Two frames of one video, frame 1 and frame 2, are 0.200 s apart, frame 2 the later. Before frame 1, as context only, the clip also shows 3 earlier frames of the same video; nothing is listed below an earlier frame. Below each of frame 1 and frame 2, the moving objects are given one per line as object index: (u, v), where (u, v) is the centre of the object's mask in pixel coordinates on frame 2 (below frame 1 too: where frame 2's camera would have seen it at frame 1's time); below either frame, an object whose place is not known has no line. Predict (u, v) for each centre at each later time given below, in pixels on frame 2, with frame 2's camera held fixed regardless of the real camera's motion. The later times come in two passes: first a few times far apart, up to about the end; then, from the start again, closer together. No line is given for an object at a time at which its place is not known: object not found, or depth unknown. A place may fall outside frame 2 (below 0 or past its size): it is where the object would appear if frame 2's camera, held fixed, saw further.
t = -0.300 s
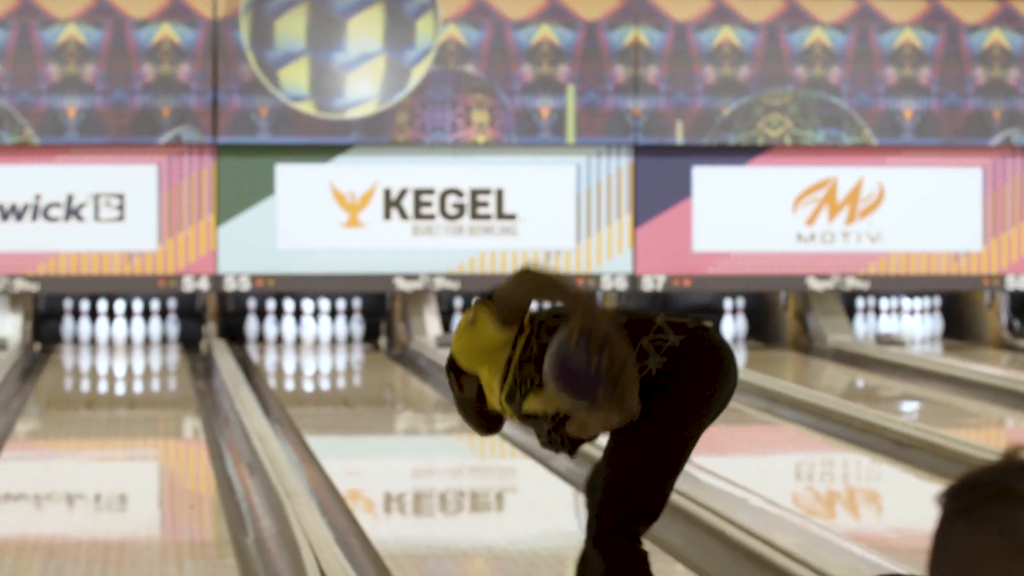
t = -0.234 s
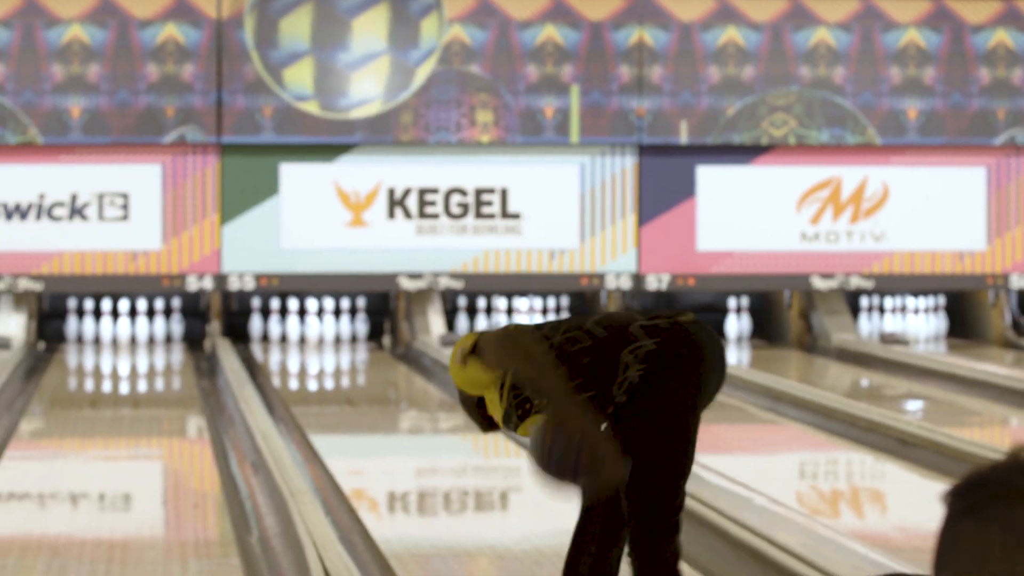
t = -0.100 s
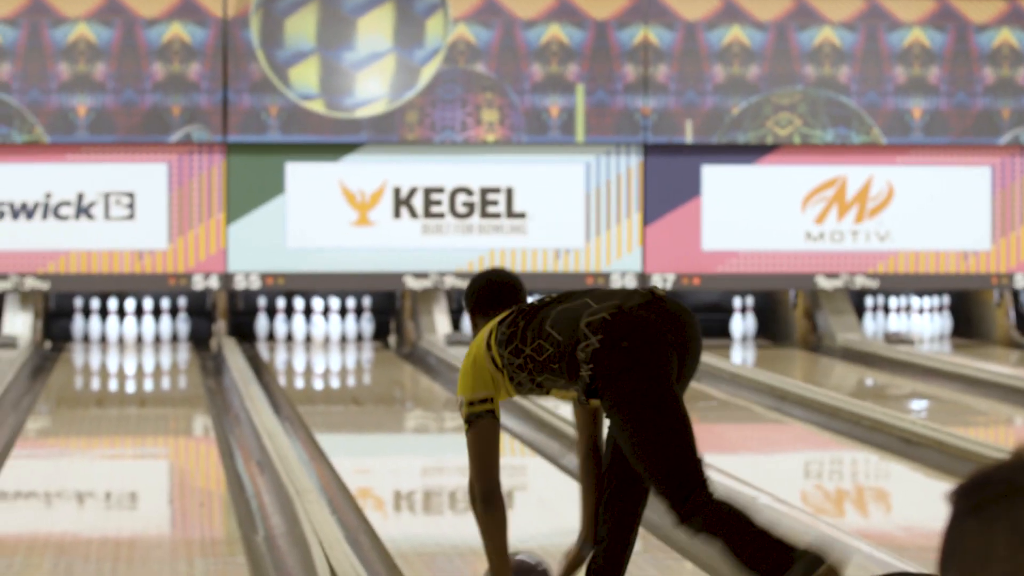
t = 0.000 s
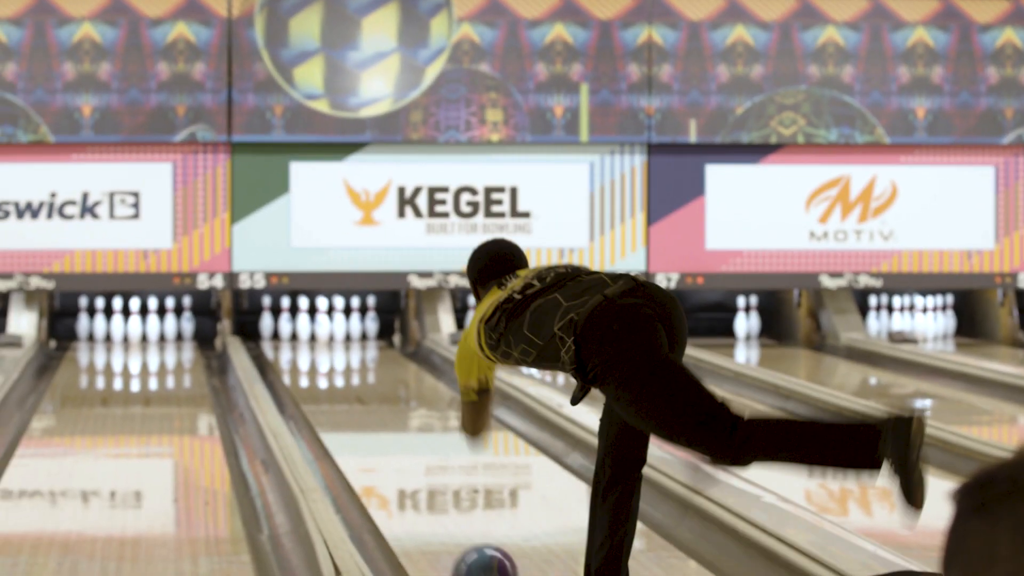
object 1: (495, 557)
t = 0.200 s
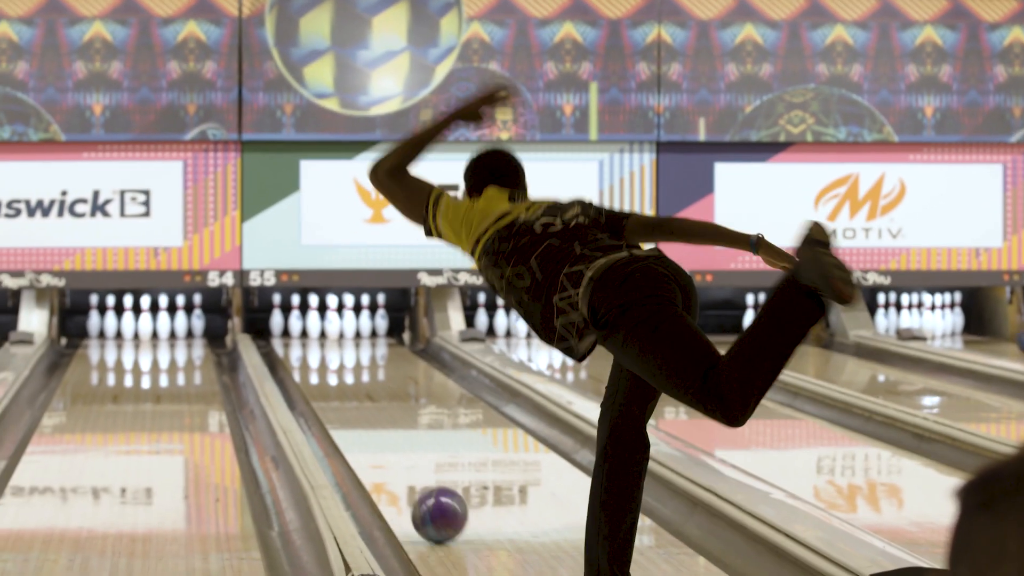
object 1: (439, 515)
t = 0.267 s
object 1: (425, 499)
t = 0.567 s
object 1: (376, 444)
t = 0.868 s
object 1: (345, 404)
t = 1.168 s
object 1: (327, 376)
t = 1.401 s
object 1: (319, 358)
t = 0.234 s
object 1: (432, 507)
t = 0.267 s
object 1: (425, 499)
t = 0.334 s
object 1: (412, 484)
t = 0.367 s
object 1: (406, 478)
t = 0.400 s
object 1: (401, 472)
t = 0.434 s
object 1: (395, 465)
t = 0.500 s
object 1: (385, 454)
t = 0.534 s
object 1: (380, 449)
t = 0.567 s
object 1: (376, 444)
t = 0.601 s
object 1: (372, 440)
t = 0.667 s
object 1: (364, 429)
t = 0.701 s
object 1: (361, 425)
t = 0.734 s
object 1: (357, 420)
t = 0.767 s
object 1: (353, 416)
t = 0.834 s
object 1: (348, 409)
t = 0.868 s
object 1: (345, 404)
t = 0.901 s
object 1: (342, 401)
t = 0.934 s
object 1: (340, 398)
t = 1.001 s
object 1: (336, 391)
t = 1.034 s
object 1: (334, 388)
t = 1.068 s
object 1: (332, 384)
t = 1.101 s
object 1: (330, 381)
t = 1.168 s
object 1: (327, 376)
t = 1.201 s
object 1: (326, 373)
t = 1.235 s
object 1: (324, 370)
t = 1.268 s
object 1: (323, 368)
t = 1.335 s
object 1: (321, 363)
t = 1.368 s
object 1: (320, 361)
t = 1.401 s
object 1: (319, 358)
